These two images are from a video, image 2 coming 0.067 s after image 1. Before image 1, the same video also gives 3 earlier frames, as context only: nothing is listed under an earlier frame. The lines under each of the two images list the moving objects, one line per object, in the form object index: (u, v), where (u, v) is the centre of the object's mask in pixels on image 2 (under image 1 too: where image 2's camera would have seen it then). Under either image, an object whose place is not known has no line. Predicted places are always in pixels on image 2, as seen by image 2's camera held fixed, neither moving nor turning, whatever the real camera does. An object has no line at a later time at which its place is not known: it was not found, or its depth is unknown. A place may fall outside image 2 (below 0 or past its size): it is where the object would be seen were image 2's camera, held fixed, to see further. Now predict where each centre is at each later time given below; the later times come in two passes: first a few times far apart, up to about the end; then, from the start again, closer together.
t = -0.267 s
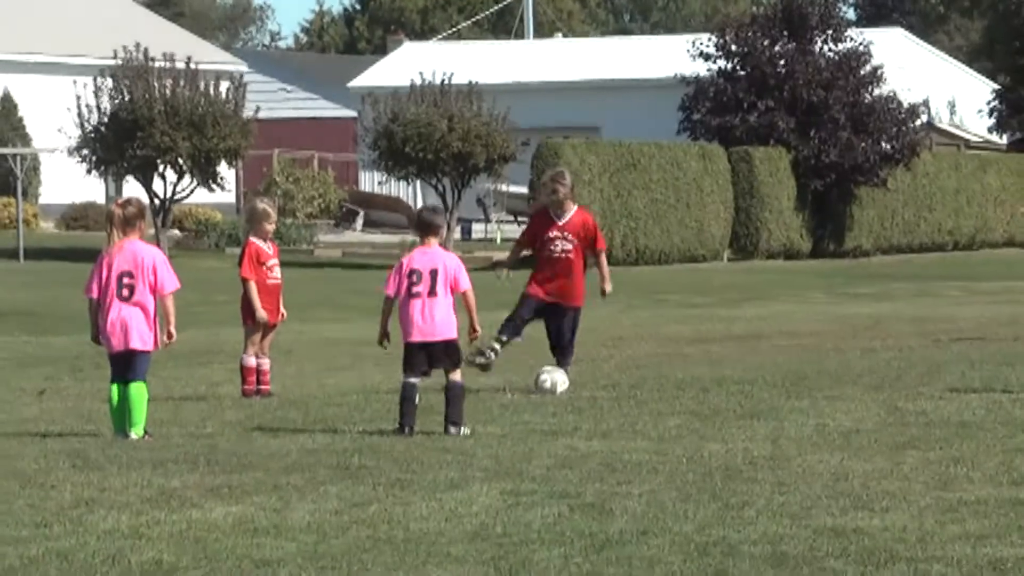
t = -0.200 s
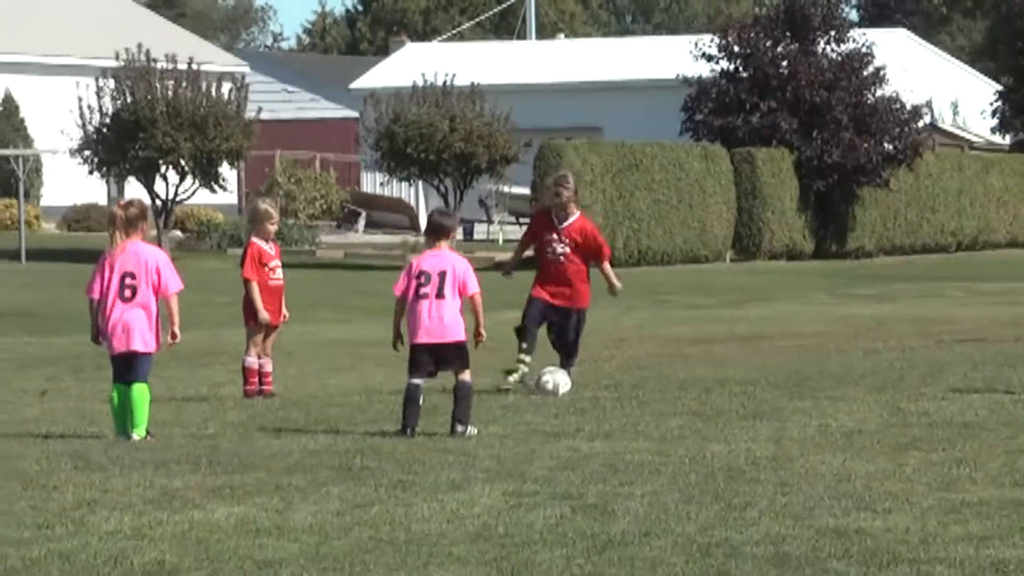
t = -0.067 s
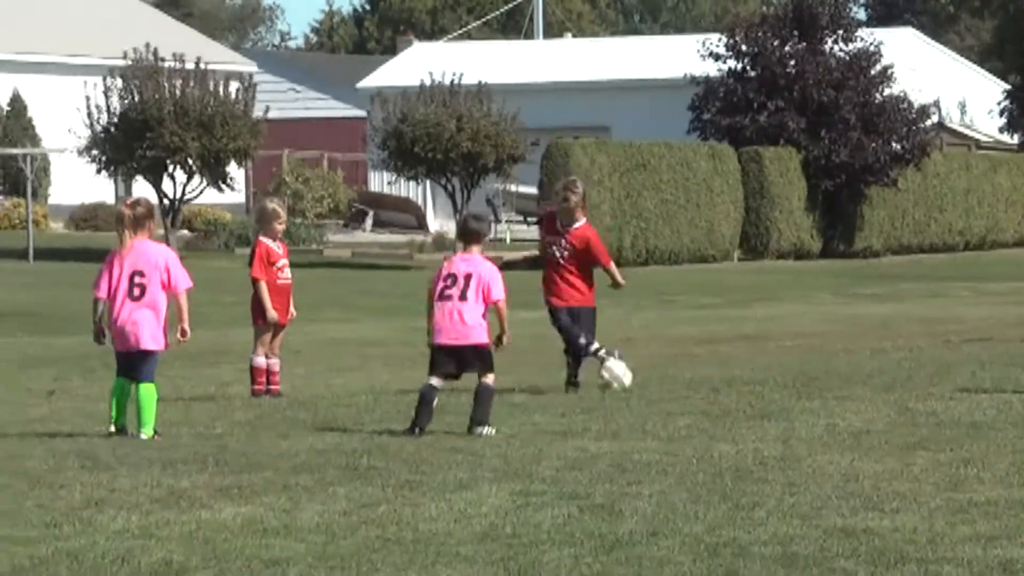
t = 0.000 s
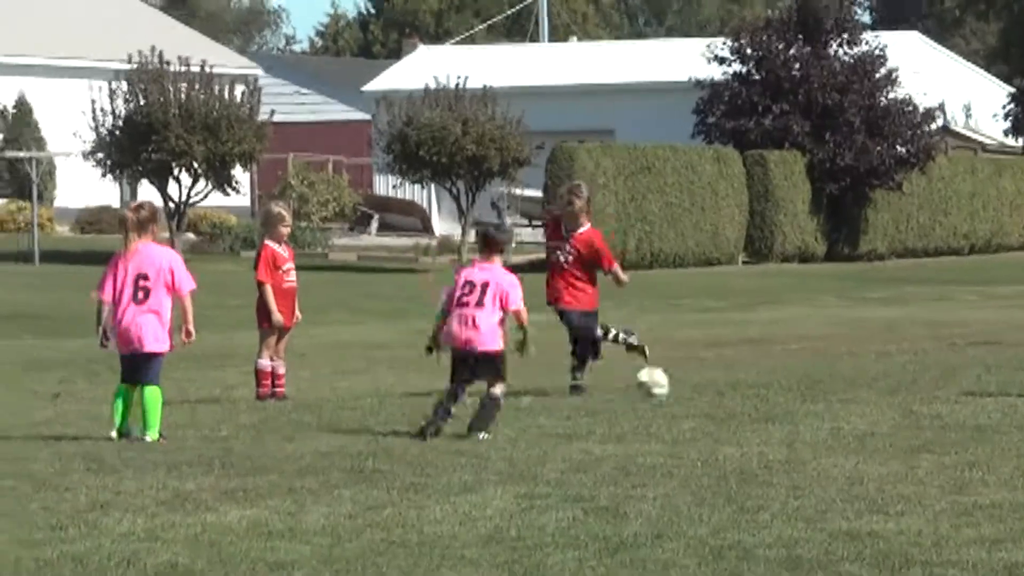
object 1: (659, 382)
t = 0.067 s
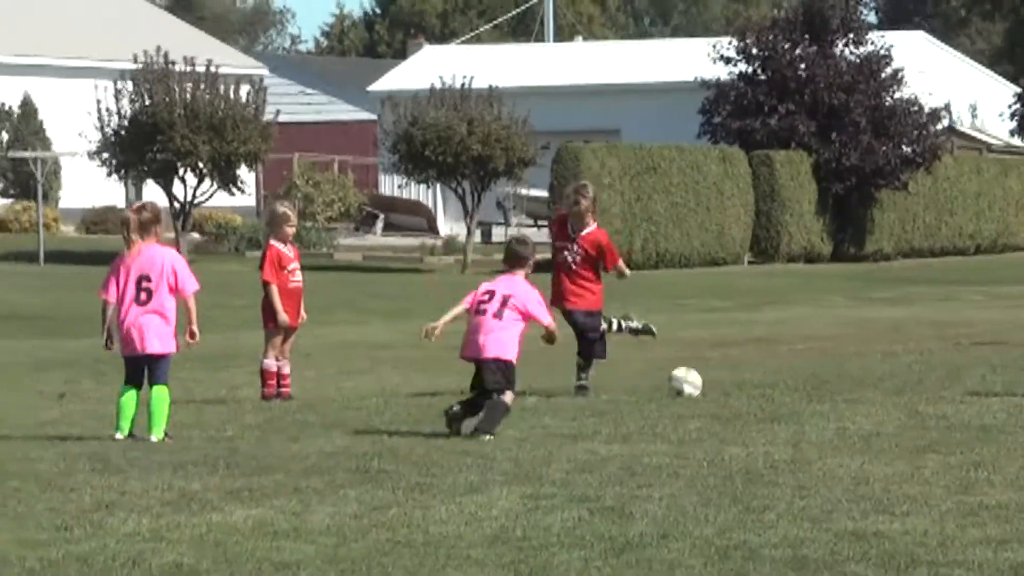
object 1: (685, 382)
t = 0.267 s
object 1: (761, 385)
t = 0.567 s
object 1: (868, 383)
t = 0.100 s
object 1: (699, 384)
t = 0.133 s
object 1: (712, 384)
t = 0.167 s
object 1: (724, 384)
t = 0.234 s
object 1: (748, 385)
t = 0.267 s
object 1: (761, 385)
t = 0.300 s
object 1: (774, 384)
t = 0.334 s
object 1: (785, 385)
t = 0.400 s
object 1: (809, 379)
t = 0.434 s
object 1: (820, 378)
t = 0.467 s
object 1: (832, 379)
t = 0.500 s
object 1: (845, 381)
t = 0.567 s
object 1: (868, 383)
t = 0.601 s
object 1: (879, 381)
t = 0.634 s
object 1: (891, 380)
